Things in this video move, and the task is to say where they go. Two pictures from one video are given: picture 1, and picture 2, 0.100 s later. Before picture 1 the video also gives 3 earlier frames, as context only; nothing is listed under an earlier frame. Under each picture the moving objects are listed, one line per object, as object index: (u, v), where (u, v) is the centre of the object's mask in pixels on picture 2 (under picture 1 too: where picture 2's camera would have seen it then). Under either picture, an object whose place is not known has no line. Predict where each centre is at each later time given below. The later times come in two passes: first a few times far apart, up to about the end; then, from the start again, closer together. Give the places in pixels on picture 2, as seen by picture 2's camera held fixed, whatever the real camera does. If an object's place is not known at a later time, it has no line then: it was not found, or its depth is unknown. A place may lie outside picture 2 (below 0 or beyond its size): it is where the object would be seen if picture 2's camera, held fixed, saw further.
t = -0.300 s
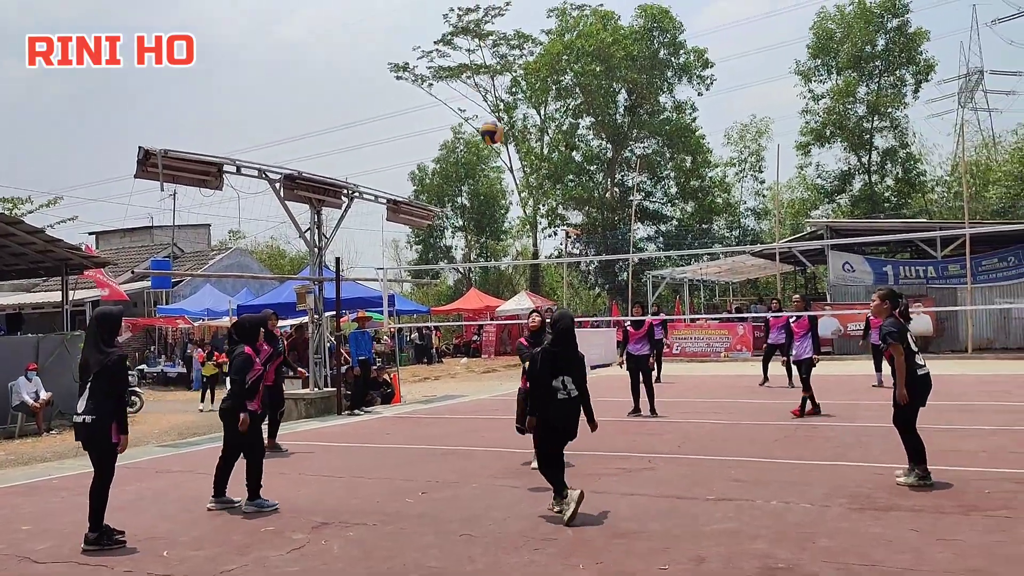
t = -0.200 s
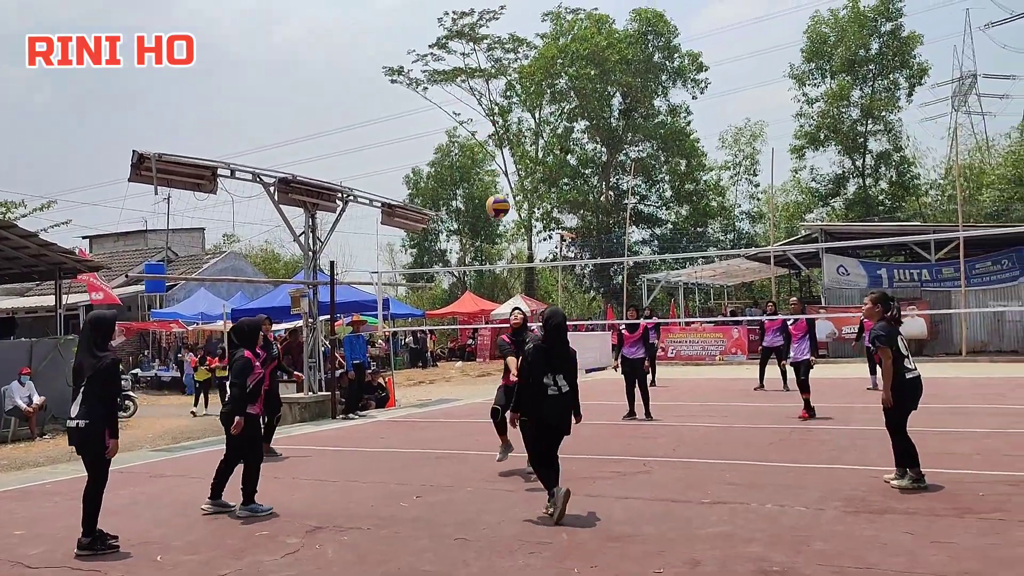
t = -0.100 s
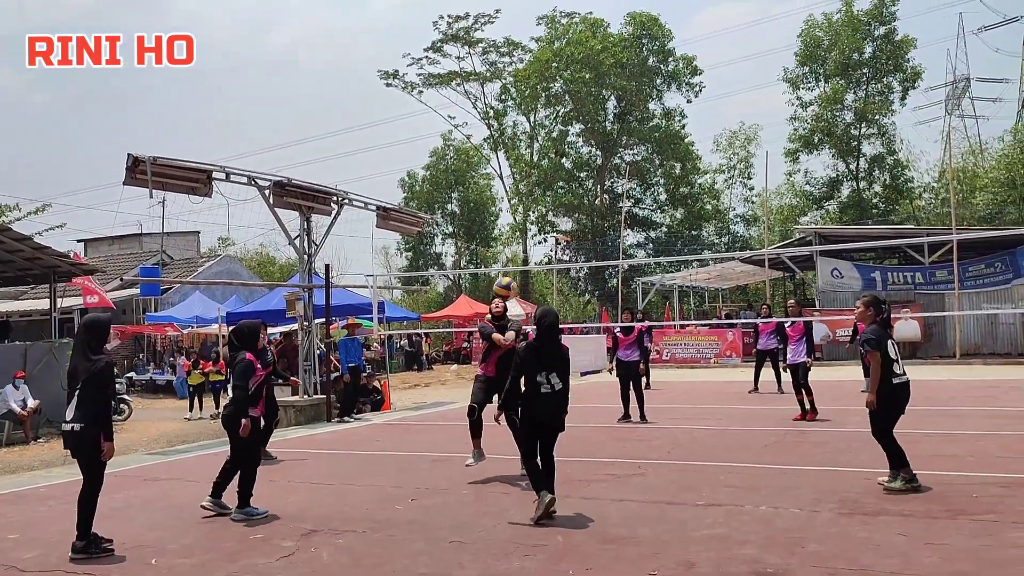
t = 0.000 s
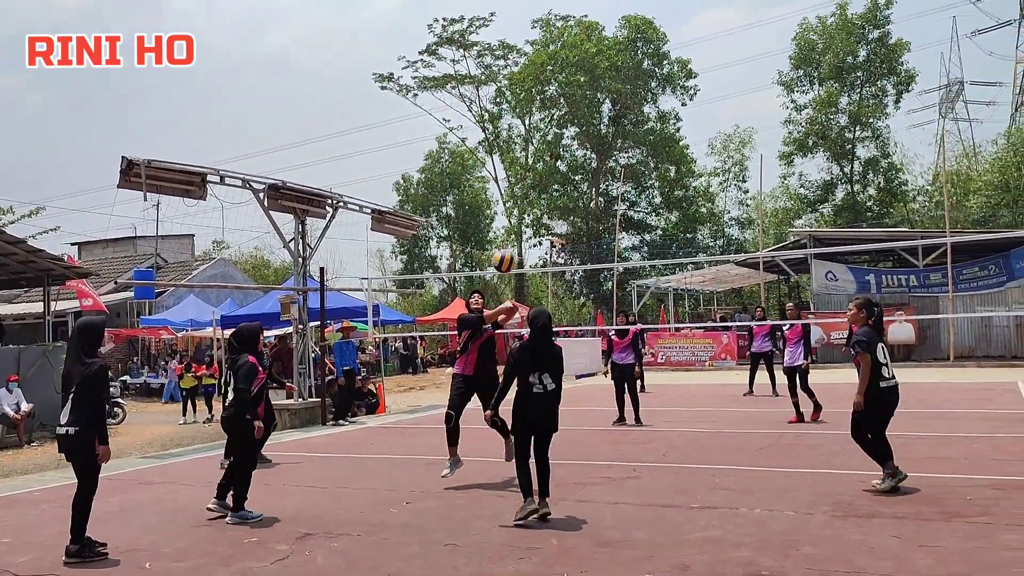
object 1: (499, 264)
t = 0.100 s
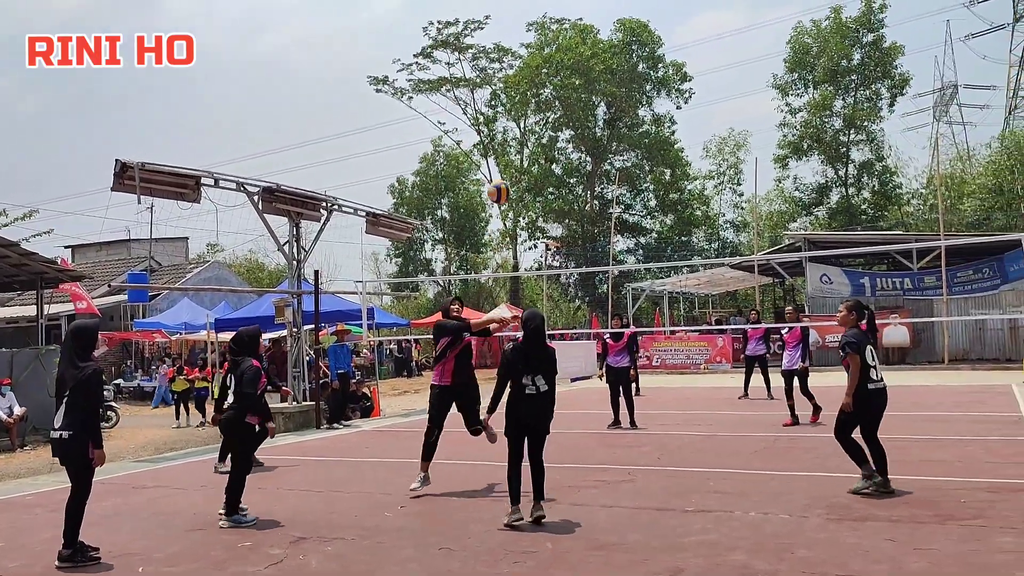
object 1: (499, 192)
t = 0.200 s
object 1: (500, 130)
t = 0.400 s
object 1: (505, 40)
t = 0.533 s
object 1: (509, 4)
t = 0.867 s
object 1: (525, 3)
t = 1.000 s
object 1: (534, 41)
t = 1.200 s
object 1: (549, 141)
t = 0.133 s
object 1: (499, 170)
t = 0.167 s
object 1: (499, 150)
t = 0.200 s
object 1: (500, 130)
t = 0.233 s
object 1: (501, 112)
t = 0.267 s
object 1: (502, 96)
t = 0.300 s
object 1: (502, 81)
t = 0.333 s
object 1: (503, 66)
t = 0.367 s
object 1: (504, 53)
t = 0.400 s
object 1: (505, 40)
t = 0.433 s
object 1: (506, 29)
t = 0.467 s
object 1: (507, 20)
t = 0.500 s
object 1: (508, 11)
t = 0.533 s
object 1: (509, 4)
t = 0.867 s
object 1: (525, 3)
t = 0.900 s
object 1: (527, 11)
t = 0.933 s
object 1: (529, 20)
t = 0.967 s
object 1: (531, 30)
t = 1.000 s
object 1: (534, 41)
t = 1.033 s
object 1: (536, 55)
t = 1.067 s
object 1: (538, 69)
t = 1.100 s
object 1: (540, 84)
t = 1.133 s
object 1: (543, 102)
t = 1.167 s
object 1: (546, 120)
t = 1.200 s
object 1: (549, 141)
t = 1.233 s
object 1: (552, 162)
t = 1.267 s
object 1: (555, 186)
